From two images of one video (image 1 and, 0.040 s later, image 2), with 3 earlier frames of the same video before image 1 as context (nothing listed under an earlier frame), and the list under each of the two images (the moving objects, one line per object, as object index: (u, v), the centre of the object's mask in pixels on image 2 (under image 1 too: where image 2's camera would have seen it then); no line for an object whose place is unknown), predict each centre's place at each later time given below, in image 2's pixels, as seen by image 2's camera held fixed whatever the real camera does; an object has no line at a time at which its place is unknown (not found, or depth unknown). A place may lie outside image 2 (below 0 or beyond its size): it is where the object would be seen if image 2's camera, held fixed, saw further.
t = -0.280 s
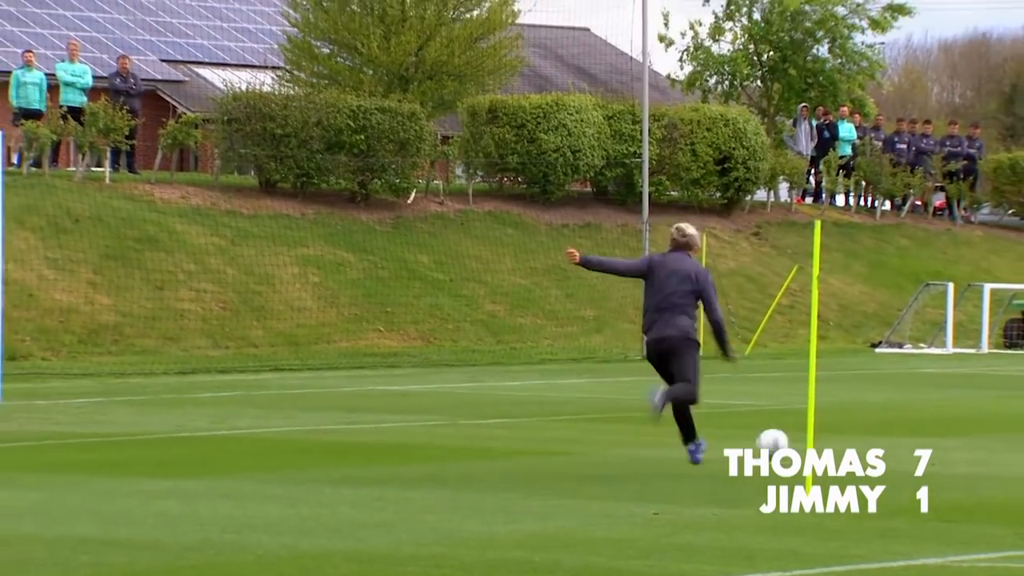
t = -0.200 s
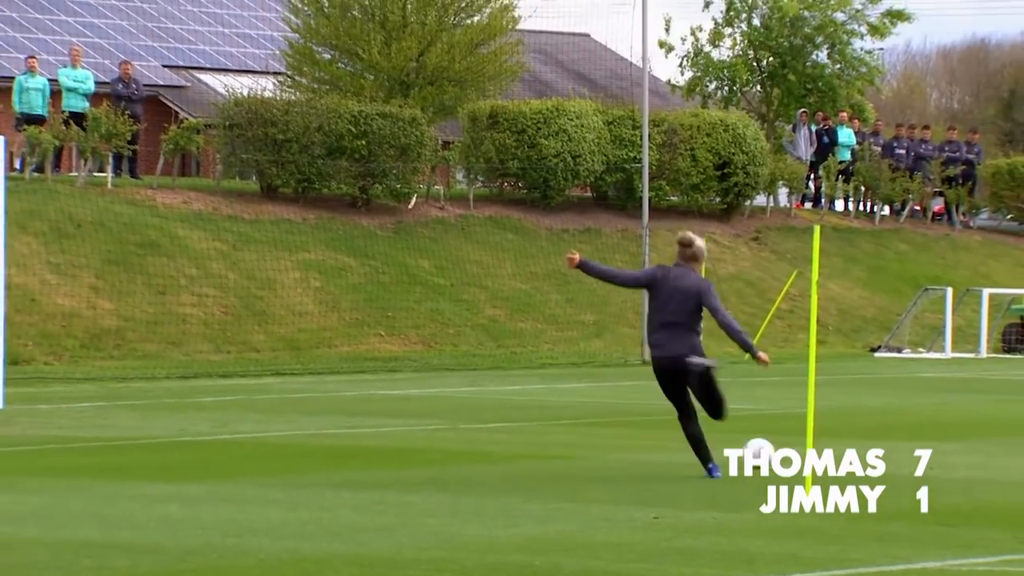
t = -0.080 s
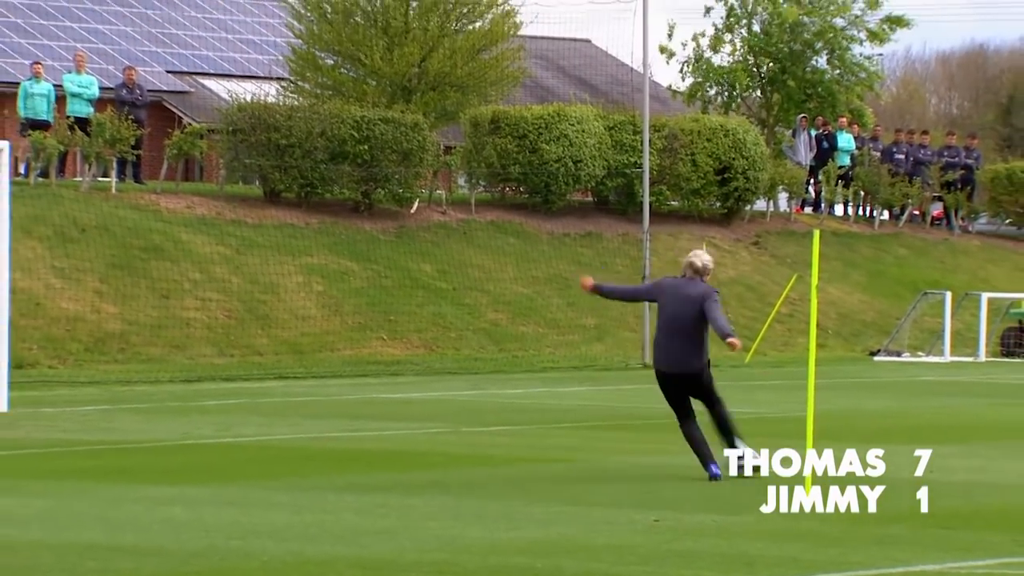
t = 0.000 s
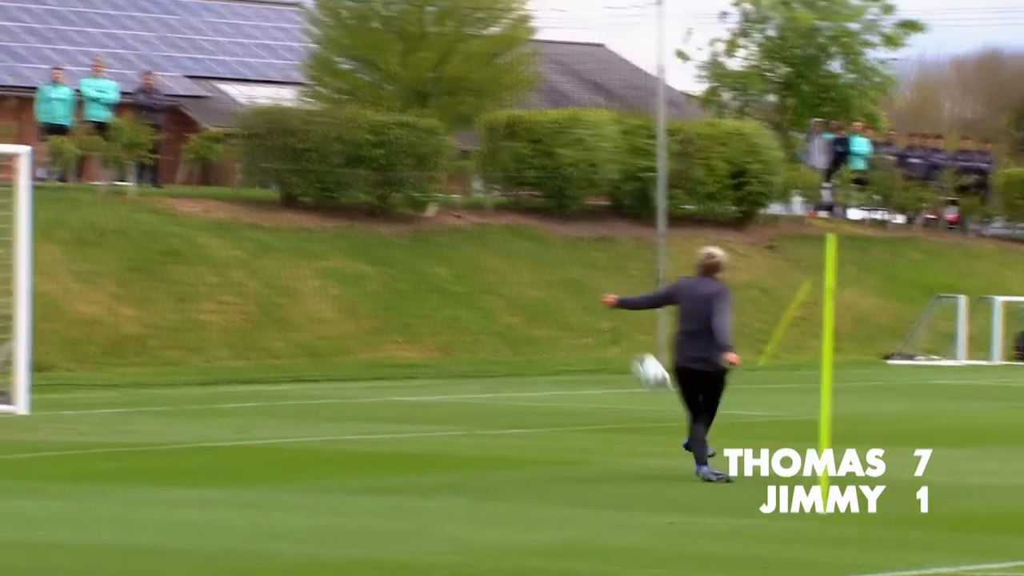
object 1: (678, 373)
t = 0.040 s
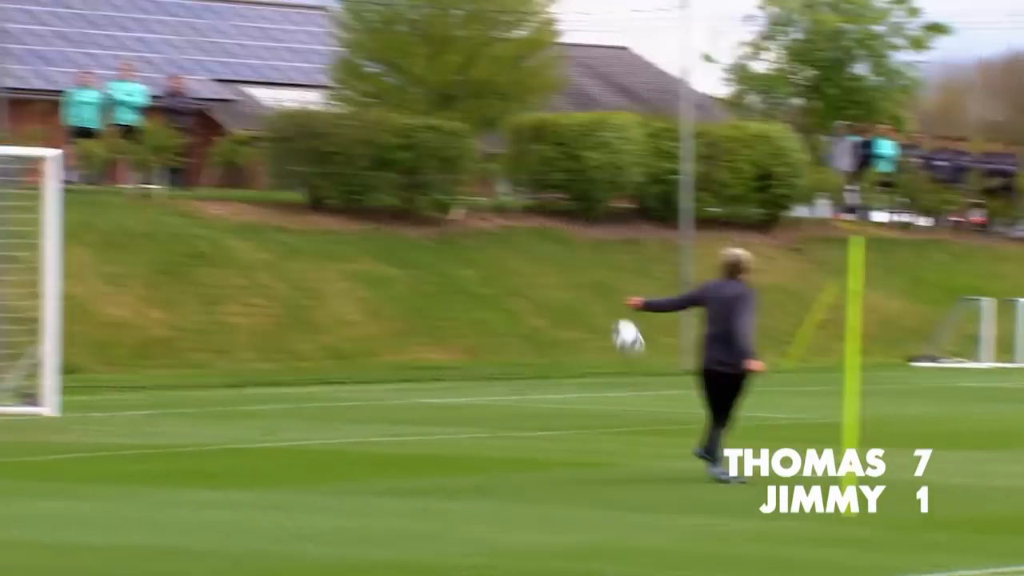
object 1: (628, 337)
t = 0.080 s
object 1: (583, 301)
